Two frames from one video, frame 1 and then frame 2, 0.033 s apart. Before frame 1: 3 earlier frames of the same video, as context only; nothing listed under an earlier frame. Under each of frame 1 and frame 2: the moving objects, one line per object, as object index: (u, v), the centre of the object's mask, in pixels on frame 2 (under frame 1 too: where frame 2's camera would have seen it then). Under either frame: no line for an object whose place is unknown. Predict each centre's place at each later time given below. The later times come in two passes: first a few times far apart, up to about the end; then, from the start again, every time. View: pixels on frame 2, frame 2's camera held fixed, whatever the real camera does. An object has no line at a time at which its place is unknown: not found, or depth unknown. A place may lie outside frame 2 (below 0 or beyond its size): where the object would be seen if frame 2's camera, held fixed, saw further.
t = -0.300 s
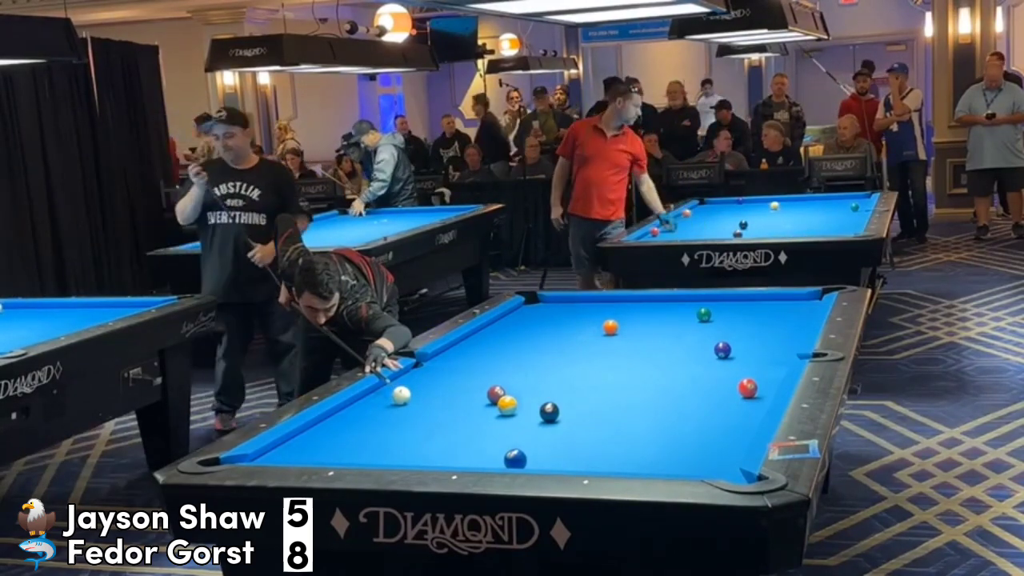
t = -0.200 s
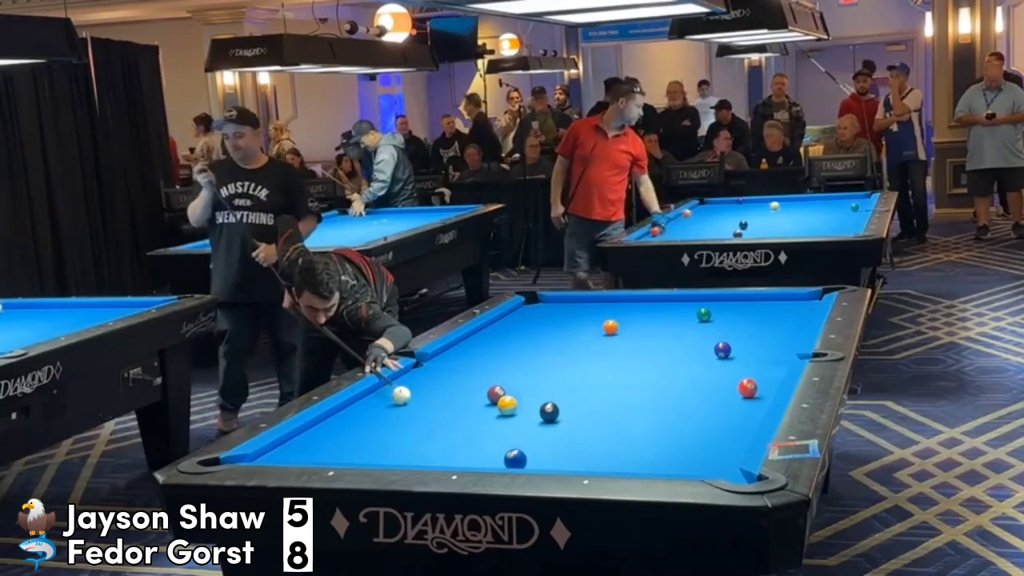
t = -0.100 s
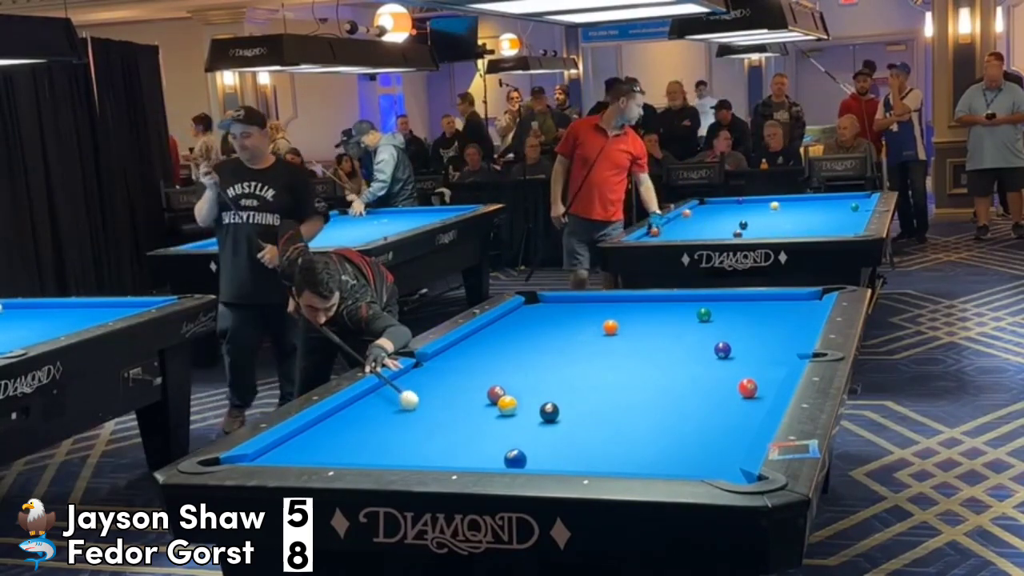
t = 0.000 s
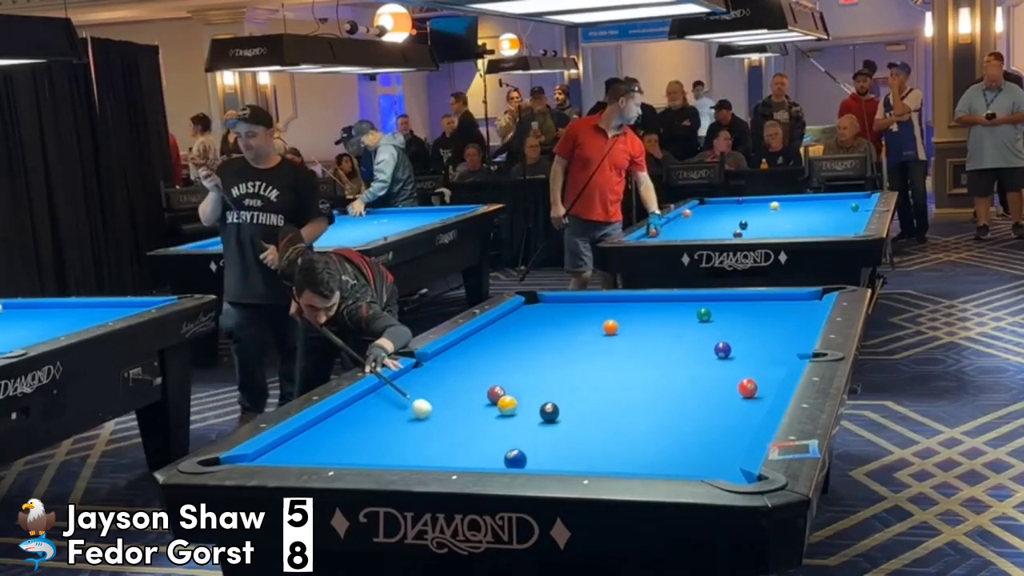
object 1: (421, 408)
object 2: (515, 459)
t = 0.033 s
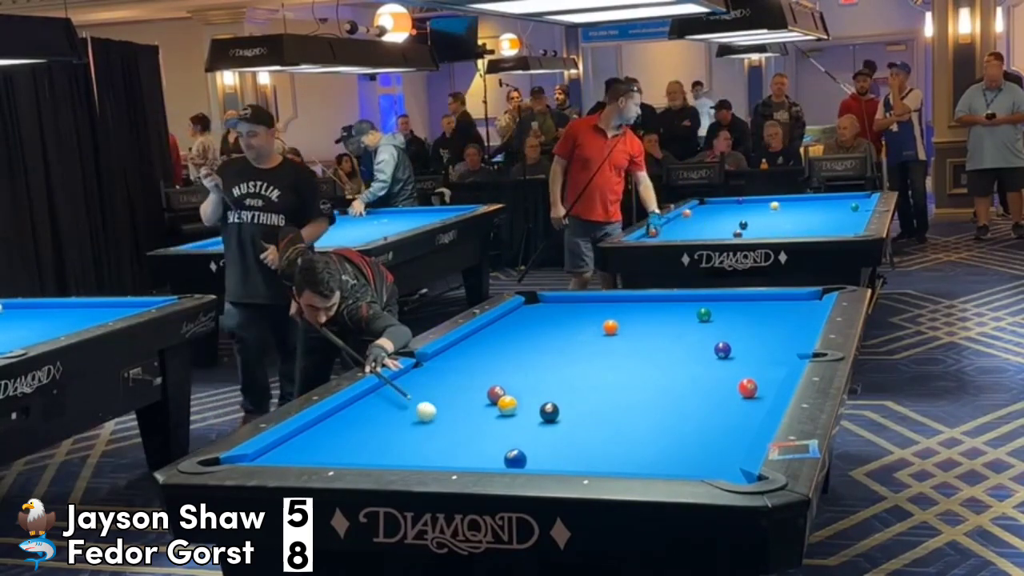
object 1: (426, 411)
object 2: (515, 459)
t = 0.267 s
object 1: (458, 433)
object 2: (515, 459)
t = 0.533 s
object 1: (490, 458)
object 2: (525, 459)
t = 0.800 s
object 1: (506, 456)
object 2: (582, 463)
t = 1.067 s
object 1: (529, 444)
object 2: (636, 467)
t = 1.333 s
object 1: (550, 432)
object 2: (690, 469)
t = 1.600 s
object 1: (568, 421)
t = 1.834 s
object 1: (583, 414)
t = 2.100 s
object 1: (598, 405)
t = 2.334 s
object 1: (609, 399)
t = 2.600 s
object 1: (621, 392)
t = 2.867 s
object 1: (632, 386)
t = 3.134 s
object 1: (641, 381)
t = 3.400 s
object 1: (649, 376)
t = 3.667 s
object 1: (656, 372)
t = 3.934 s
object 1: (663, 368)
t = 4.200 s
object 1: (668, 365)
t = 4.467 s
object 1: (673, 363)
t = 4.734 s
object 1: (677, 361)
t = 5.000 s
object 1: (680, 359)
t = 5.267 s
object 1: (682, 358)
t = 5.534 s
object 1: (683, 357)
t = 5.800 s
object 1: (683, 357)
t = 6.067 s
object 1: (683, 356)
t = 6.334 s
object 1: (683, 357)
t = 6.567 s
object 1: (683, 356)
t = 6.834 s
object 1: (683, 356)
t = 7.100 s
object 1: (683, 356)
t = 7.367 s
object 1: (683, 356)
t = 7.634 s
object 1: (683, 356)
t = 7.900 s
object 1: (683, 356)
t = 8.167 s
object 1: (683, 356)
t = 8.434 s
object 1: (683, 356)
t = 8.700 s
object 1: (683, 356)
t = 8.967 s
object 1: (683, 356)
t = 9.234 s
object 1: (683, 356)
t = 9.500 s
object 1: (683, 356)
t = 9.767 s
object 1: (683, 356)
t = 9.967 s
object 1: (683, 356)
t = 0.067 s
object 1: (430, 414)
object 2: (515, 459)
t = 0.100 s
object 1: (434, 418)
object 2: (515, 459)
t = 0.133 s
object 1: (438, 421)
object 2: (515, 459)
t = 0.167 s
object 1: (443, 424)
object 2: (515, 459)
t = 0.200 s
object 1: (448, 427)
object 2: (515, 459)
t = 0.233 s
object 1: (453, 430)
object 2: (515, 459)
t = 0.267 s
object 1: (458, 433)
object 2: (515, 459)
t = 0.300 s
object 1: (463, 437)
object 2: (515, 459)
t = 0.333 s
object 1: (468, 441)
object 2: (515, 459)
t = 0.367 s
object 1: (473, 444)
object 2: (515, 459)
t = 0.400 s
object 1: (478, 448)
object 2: (515, 459)
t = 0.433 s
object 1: (483, 451)
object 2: (515, 459)
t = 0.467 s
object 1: (489, 455)
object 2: (515, 459)
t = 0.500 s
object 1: (494, 457)
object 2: (517, 459)
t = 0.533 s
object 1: (490, 458)
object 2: (525, 459)
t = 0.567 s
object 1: (488, 460)
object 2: (534, 460)
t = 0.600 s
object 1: (486, 461)
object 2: (541, 460)
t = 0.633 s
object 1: (490, 461)
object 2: (548, 461)
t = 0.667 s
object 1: (493, 460)
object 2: (555, 461)
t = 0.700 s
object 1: (497, 459)
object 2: (561, 462)
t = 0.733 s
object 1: (500, 457)
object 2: (568, 462)
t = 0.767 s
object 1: (503, 457)
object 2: (575, 462)
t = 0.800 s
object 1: (506, 456)
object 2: (582, 463)
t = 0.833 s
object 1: (509, 455)
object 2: (589, 464)
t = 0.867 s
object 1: (512, 454)
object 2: (596, 464)
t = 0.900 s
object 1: (515, 452)
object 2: (603, 464)
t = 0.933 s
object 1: (518, 450)
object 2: (609, 465)
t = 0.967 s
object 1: (521, 448)
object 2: (616, 465)
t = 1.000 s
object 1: (524, 447)
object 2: (623, 466)
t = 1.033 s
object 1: (526, 445)
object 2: (630, 466)
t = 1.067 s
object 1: (529, 444)
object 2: (636, 467)
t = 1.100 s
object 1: (532, 442)
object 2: (643, 467)
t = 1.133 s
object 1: (534, 441)
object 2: (651, 468)
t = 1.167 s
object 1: (537, 439)
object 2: (658, 468)
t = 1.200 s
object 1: (540, 438)
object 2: (664, 469)
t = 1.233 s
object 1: (542, 436)
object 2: (671, 469)
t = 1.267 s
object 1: (545, 435)
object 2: (677, 469)
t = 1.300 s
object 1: (547, 433)
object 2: (684, 469)
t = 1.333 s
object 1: (550, 432)
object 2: (690, 469)
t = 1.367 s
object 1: (552, 431)
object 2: (697, 469)
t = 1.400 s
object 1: (554, 429)
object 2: (703, 470)
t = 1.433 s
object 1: (557, 428)
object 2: (710, 470)
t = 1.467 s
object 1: (559, 427)
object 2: (716, 471)
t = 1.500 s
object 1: (562, 425)
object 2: (723, 472)
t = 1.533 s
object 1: (564, 424)
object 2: (729, 472)
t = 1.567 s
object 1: (566, 423)
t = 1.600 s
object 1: (568, 421)
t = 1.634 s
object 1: (570, 420)
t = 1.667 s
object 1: (572, 419)
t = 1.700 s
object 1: (575, 418)
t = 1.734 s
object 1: (577, 417)
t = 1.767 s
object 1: (579, 416)
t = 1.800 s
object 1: (581, 415)
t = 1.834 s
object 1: (583, 414)
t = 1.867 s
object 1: (585, 412)
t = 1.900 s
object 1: (587, 411)
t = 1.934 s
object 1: (588, 410)
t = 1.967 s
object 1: (590, 409)
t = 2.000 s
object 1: (592, 408)
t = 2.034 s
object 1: (594, 407)
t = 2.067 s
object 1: (596, 406)
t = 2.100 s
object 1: (598, 405)
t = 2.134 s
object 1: (599, 404)
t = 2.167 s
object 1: (601, 404)
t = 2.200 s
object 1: (603, 402)
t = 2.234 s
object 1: (604, 401)
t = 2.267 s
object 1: (606, 400)
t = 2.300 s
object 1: (608, 400)
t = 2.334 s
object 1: (609, 399)
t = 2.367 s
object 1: (611, 398)
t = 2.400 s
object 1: (612, 397)
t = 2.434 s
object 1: (614, 396)
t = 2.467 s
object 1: (616, 395)
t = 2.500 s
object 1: (617, 394)
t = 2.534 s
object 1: (618, 394)
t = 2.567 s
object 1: (620, 393)
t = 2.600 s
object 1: (621, 392)
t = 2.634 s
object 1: (623, 392)
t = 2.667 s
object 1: (624, 391)
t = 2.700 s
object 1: (625, 390)
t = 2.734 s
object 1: (627, 389)
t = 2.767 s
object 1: (628, 388)
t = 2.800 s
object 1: (629, 388)
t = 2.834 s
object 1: (631, 387)
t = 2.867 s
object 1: (632, 386)
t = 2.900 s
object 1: (633, 385)
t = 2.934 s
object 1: (634, 385)
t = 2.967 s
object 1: (635, 384)
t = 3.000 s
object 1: (636, 383)
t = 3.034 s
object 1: (638, 383)
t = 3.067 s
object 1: (639, 382)
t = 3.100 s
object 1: (640, 382)
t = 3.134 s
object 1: (641, 381)
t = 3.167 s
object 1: (642, 380)
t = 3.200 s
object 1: (643, 380)
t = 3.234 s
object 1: (644, 379)
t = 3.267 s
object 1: (645, 378)
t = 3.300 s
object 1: (646, 378)
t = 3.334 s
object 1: (647, 377)
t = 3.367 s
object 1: (648, 377)
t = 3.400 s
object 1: (649, 376)
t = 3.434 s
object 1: (650, 376)
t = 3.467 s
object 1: (651, 375)
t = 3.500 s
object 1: (652, 375)
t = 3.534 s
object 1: (652, 374)
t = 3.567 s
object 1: (653, 373)
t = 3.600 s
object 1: (654, 373)
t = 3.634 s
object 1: (655, 373)
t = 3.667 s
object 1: (656, 372)
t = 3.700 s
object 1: (657, 372)
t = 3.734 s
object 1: (658, 371)
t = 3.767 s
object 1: (659, 371)
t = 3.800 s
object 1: (660, 370)
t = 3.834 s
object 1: (660, 370)
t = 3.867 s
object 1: (661, 369)
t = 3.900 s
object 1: (662, 369)
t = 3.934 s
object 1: (663, 368)
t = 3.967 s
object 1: (663, 368)
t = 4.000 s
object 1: (664, 367)
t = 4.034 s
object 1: (665, 367)
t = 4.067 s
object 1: (666, 367)
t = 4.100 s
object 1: (667, 367)
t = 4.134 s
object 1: (667, 366)
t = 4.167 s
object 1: (668, 366)
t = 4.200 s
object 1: (668, 365)
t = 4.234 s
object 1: (669, 365)
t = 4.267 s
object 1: (670, 365)
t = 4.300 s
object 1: (670, 364)
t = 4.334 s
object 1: (671, 364)
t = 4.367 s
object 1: (671, 364)
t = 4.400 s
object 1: (672, 363)
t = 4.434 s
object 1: (672, 363)
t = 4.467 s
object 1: (673, 363)
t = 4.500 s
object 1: (673, 363)
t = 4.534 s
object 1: (674, 363)
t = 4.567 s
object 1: (674, 362)
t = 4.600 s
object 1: (675, 362)
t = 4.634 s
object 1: (675, 362)
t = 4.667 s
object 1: (676, 361)
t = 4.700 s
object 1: (676, 361)
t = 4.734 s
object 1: (677, 361)
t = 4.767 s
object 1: (677, 361)
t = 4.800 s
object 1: (677, 361)
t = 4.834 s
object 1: (678, 360)
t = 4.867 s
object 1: (678, 360)
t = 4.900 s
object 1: (678, 360)
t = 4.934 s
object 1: (679, 360)
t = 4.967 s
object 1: (679, 359)
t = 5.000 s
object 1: (680, 359)
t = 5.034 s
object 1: (680, 359)
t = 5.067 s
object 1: (680, 359)
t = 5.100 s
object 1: (680, 359)
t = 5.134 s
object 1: (681, 359)
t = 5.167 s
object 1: (681, 358)
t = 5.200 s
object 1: (681, 358)
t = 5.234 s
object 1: (681, 358)
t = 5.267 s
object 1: (682, 358)
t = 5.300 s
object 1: (682, 358)
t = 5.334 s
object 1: (682, 358)
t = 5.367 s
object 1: (682, 357)
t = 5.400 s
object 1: (682, 357)
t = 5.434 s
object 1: (682, 357)
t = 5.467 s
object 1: (683, 357)
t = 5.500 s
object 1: (683, 357)
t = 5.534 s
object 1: (683, 357)
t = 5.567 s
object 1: (683, 357)
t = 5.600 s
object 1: (683, 357)
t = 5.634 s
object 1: (683, 357)
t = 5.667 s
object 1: (683, 357)
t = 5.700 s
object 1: (683, 357)
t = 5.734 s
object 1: (683, 357)
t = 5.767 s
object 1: (683, 357)
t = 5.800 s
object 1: (683, 357)
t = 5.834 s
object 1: (683, 356)
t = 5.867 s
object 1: (683, 357)
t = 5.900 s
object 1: (683, 356)
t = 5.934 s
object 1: (683, 356)
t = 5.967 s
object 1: (683, 356)
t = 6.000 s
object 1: (683, 356)
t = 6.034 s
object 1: (683, 356)
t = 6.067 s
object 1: (683, 356)
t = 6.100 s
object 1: (683, 356)
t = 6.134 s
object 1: (683, 356)
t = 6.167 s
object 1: (683, 356)
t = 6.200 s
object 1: (683, 357)
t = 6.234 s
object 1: (683, 357)
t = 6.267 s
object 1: (683, 357)
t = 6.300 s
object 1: (683, 357)
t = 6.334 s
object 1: (683, 357)
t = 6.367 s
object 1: (683, 357)
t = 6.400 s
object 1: (683, 357)
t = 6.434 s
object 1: (683, 356)
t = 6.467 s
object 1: (683, 356)
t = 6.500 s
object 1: (683, 356)
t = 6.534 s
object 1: (683, 356)
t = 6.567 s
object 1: (683, 356)
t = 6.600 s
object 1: (683, 356)
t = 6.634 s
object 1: (683, 356)
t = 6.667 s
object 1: (683, 356)
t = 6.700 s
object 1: (683, 356)
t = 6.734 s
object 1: (683, 356)
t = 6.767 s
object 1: (683, 356)
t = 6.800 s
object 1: (683, 356)
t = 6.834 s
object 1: (683, 356)
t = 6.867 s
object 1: (683, 356)
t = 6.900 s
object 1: (683, 356)
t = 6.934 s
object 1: (683, 356)
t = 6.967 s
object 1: (683, 356)
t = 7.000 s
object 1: (683, 356)
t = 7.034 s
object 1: (683, 356)
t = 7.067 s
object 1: (683, 356)
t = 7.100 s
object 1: (683, 356)
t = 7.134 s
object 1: (683, 356)
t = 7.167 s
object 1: (683, 356)
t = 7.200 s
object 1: (683, 356)
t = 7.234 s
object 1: (683, 356)
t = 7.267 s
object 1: (683, 356)
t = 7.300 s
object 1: (683, 356)
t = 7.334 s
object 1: (683, 356)
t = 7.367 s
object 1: (683, 356)
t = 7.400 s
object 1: (683, 356)
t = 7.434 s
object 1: (683, 356)
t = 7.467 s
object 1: (683, 356)
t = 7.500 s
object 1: (683, 356)
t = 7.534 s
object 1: (683, 356)
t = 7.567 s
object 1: (683, 356)
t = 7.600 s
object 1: (683, 356)
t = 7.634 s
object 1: (683, 356)
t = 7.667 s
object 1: (683, 356)
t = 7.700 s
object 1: (683, 356)
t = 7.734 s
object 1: (683, 356)
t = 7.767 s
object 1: (683, 356)
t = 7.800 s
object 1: (683, 356)
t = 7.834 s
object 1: (683, 356)
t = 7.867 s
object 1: (683, 356)
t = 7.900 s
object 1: (683, 356)
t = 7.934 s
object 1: (683, 356)
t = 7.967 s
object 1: (683, 356)
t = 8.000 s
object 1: (683, 356)
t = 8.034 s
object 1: (683, 356)
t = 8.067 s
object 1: (683, 356)
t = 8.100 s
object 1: (683, 356)
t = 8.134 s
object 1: (683, 356)
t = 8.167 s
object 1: (683, 356)
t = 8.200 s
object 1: (683, 356)
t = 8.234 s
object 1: (683, 356)
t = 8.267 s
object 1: (683, 356)
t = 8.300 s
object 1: (683, 356)
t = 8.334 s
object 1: (683, 356)
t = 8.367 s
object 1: (683, 356)
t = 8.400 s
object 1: (683, 356)
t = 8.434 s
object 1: (683, 356)
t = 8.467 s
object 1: (683, 356)
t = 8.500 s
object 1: (683, 356)
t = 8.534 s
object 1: (683, 356)
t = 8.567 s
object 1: (683, 356)
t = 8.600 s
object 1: (683, 356)
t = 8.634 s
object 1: (683, 356)
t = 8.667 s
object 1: (683, 356)
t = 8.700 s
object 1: (683, 356)
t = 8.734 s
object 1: (683, 356)
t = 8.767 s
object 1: (683, 356)
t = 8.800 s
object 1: (683, 356)
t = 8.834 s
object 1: (683, 356)
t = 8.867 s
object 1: (683, 356)
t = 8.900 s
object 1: (683, 356)
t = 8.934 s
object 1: (683, 356)
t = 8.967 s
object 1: (683, 356)
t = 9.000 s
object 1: (683, 356)
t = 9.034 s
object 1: (683, 356)
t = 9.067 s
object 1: (683, 356)
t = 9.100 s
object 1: (683, 356)
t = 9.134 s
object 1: (683, 356)
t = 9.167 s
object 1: (683, 356)
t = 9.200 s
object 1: (683, 356)
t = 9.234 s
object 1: (683, 356)
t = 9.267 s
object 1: (683, 356)
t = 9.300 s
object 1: (683, 356)
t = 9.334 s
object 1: (683, 356)
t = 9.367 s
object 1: (683, 357)
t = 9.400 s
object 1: (683, 357)
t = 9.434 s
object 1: (683, 356)
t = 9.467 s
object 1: (683, 356)
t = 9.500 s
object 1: (683, 356)
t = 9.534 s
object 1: (683, 356)
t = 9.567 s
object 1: (683, 356)
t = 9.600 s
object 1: (683, 356)
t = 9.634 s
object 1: (683, 356)
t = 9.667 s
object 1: (683, 356)
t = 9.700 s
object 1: (683, 356)
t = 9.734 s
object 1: (683, 356)
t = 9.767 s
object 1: (683, 356)
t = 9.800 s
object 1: (683, 356)
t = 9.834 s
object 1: (683, 356)
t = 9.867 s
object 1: (683, 356)
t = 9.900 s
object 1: (683, 356)
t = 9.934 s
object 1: (683, 356)
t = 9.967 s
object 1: (683, 356)
